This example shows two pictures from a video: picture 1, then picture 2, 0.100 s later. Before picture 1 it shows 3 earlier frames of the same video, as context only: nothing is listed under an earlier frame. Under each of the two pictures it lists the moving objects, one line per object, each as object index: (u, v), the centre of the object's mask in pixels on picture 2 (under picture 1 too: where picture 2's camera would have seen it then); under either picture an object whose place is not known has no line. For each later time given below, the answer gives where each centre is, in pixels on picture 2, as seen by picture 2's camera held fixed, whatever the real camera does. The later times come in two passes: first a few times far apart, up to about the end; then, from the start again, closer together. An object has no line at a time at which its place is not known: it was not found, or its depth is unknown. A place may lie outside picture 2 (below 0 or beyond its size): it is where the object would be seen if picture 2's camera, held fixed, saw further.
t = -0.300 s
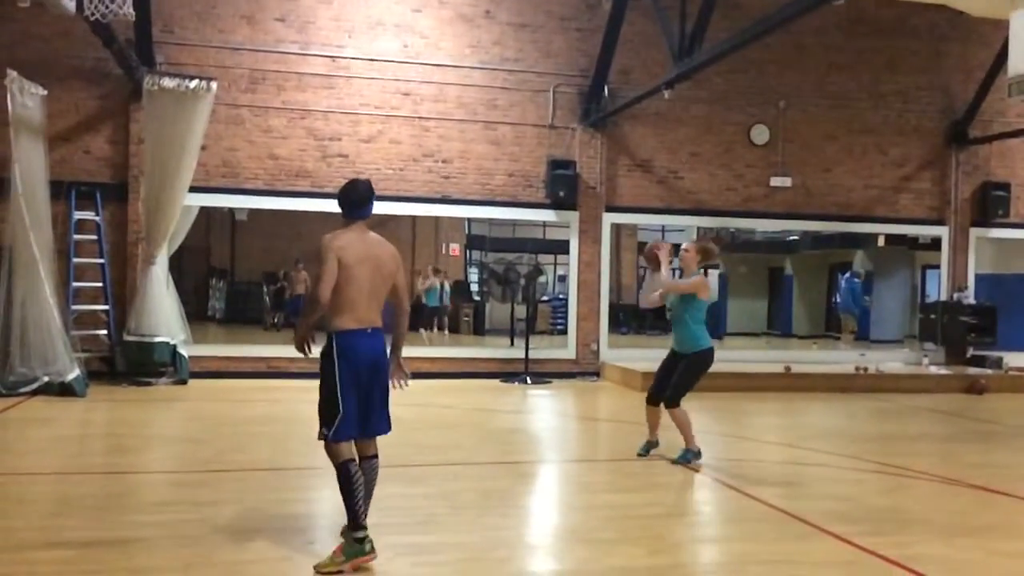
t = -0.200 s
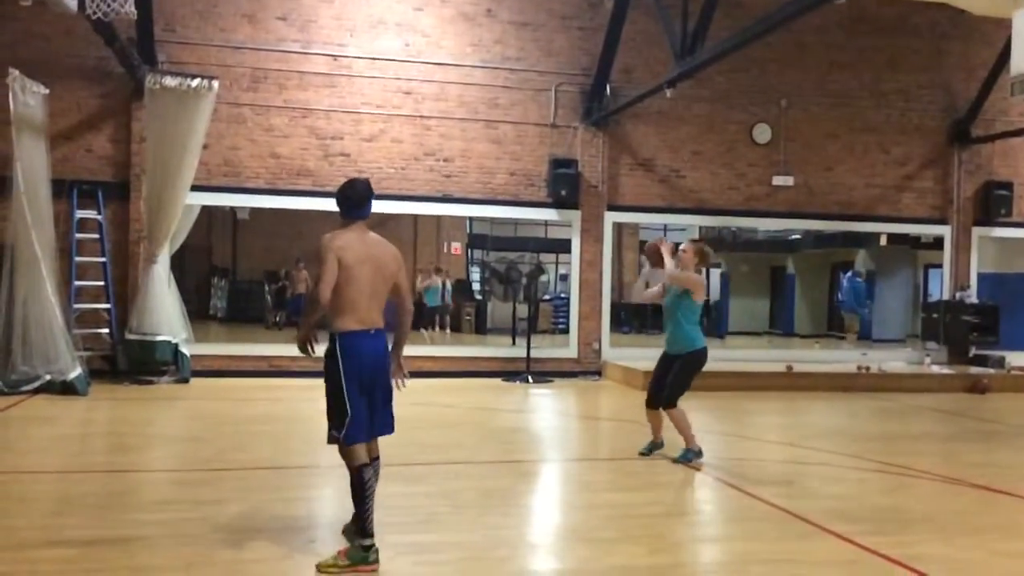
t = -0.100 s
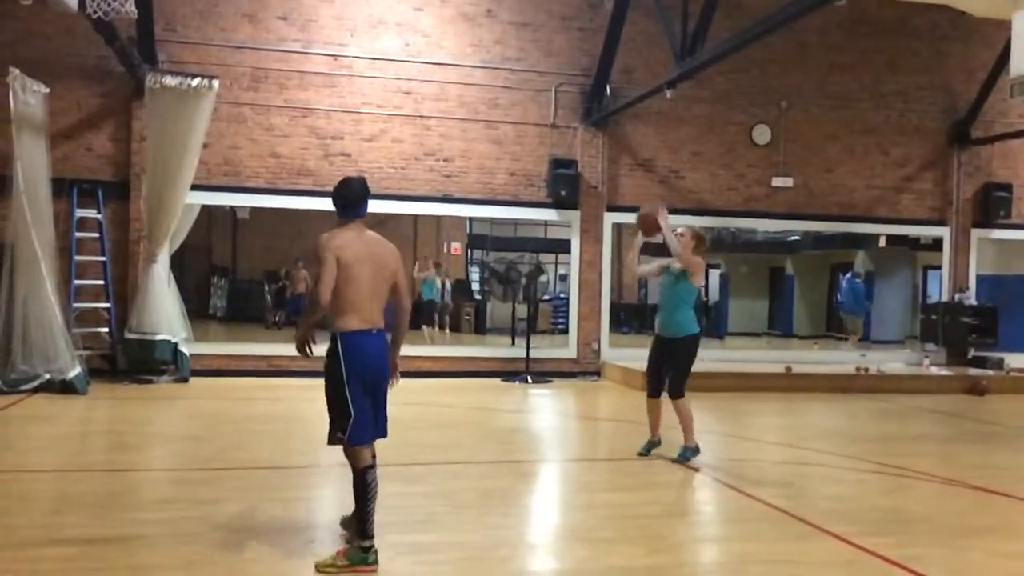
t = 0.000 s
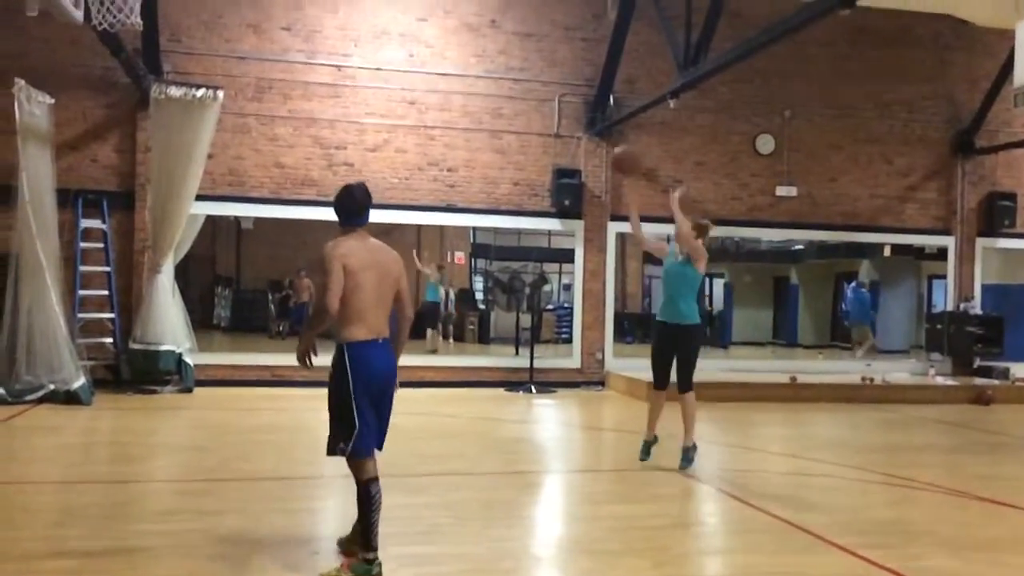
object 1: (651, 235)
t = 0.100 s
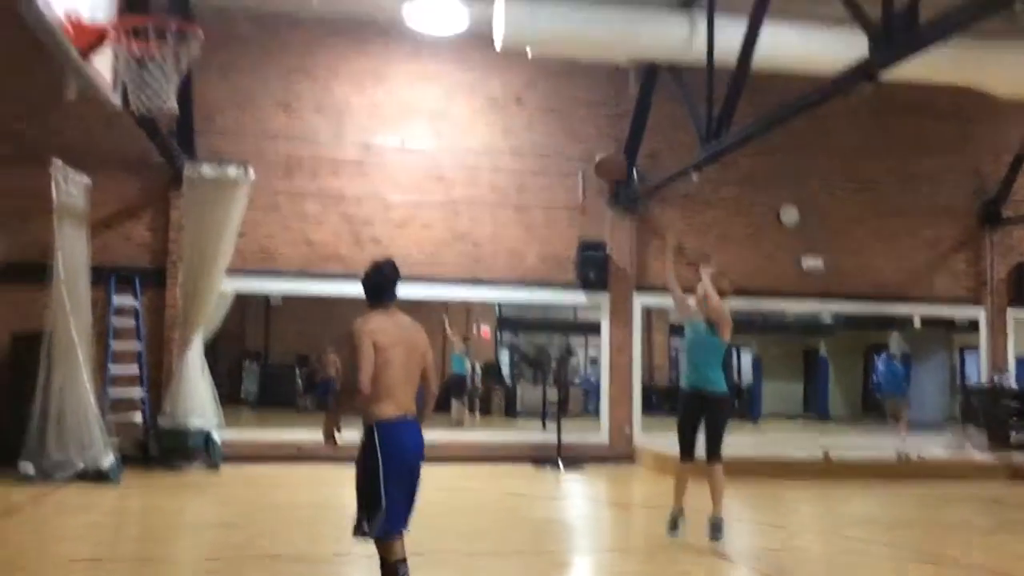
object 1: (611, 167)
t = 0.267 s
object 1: (539, 79)
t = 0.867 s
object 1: (215, 48)
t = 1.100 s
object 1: (284, 122)
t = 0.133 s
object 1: (599, 147)
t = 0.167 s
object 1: (582, 127)
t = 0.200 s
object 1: (569, 109)
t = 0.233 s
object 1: (553, 94)
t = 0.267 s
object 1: (539, 79)
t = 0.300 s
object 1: (524, 65)
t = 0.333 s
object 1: (509, 52)
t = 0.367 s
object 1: (493, 40)
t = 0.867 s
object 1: (215, 48)
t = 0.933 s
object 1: (231, 61)
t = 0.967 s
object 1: (243, 71)
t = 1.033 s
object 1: (265, 96)
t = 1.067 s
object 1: (275, 109)
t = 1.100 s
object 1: (284, 122)
